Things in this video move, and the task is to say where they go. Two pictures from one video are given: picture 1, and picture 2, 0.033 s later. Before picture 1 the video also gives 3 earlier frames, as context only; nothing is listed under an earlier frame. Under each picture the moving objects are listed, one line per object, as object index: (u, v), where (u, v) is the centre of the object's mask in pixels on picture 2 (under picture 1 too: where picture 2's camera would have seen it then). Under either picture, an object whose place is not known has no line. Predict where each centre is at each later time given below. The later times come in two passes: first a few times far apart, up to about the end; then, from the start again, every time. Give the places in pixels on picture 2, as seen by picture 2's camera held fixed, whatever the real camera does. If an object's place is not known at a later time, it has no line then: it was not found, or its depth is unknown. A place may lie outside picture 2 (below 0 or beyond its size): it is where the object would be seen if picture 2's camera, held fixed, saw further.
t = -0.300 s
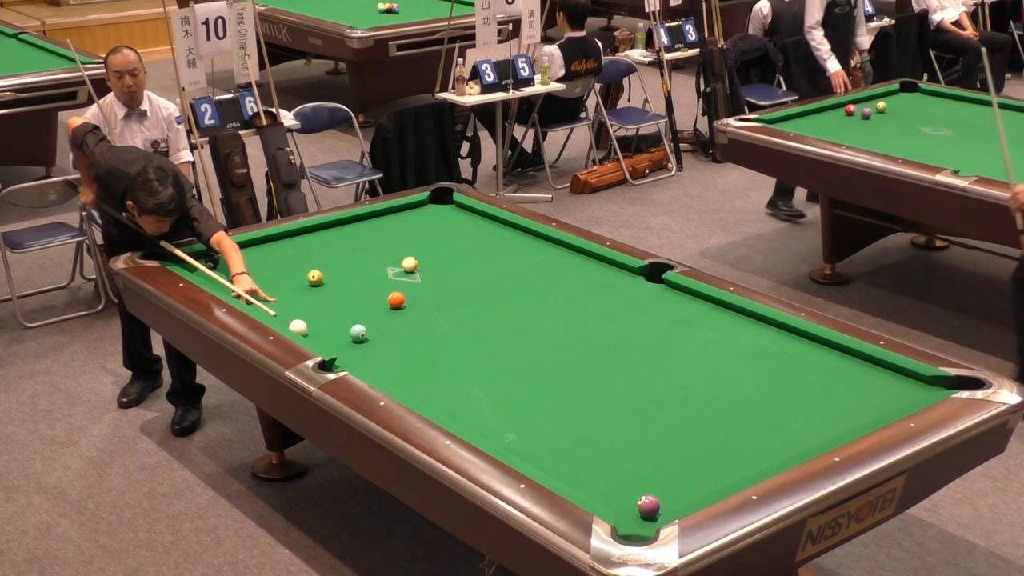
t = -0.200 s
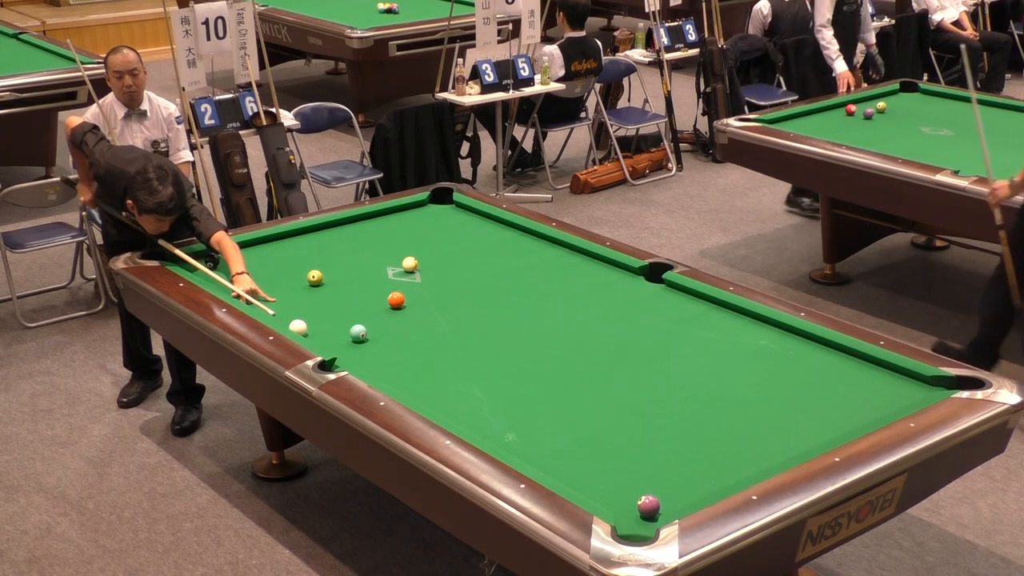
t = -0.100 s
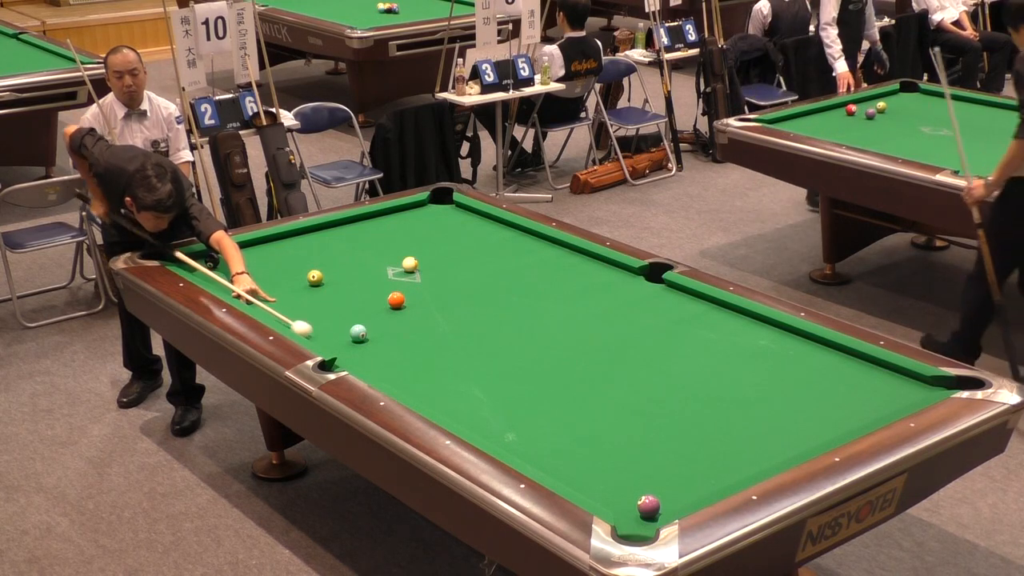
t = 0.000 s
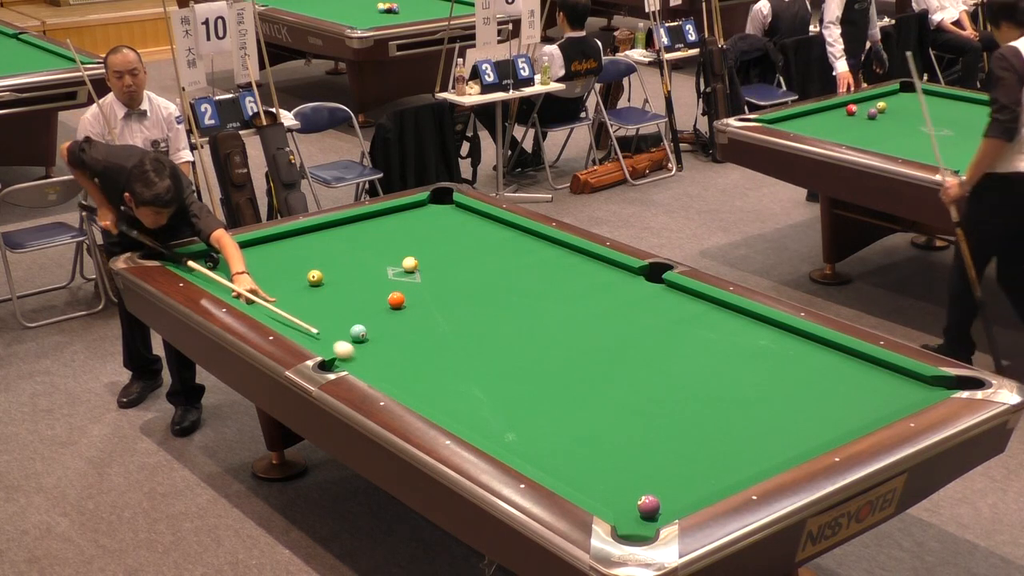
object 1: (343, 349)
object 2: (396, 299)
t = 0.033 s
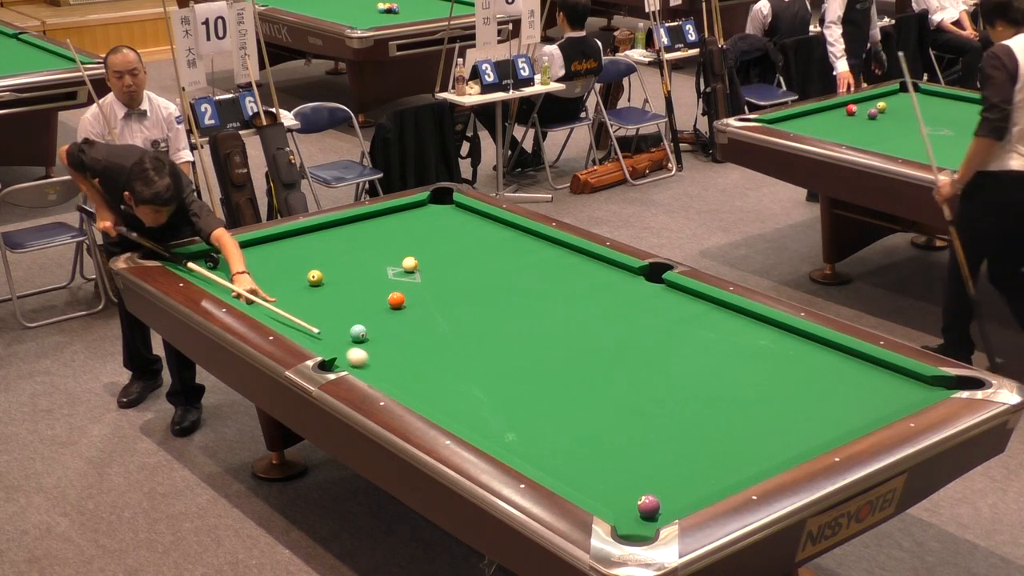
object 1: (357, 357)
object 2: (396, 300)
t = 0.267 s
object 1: (446, 400)
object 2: (396, 299)
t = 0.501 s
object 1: (528, 438)
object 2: (396, 299)
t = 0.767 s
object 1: (632, 487)
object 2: (396, 299)
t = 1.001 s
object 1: (689, 479)
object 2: (396, 299)
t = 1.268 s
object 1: (702, 441)
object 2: (396, 300)
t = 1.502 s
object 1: (712, 411)
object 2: (396, 299)
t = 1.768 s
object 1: (723, 381)
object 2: (396, 299)
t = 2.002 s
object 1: (731, 358)
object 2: (396, 299)
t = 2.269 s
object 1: (740, 335)
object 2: (396, 299)
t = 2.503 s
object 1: (747, 316)
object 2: (396, 299)
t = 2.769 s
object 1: (708, 313)
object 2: (396, 300)
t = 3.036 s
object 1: (669, 311)
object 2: (396, 300)
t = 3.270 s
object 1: (637, 309)
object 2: (396, 300)
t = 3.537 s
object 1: (603, 307)
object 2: (396, 300)
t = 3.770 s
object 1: (574, 306)
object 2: (396, 300)
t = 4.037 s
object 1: (543, 305)
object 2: (396, 300)
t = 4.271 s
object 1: (518, 303)
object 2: (396, 300)
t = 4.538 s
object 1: (491, 302)
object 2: (396, 300)
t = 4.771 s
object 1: (469, 301)
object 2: (396, 300)
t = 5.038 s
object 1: (445, 300)
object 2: (396, 300)
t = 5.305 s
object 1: (424, 299)
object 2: (396, 300)
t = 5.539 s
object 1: (411, 298)
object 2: (392, 300)
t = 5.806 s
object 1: (407, 296)
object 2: (382, 301)
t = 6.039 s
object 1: (404, 295)
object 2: (375, 302)
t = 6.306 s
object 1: (403, 295)
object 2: (368, 302)
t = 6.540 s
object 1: (402, 294)
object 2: (364, 303)
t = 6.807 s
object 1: (402, 294)
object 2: (360, 303)
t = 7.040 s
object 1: (402, 294)
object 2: (358, 304)
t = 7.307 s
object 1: (402, 294)
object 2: (358, 304)
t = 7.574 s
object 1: (402, 294)
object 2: (358, 304)
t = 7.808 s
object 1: (402, 294)
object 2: (358, 304)
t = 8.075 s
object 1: (402, 294)
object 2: (358, 304)
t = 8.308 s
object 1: (402, 294)
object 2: (358, 304)
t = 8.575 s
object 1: (402, 294)
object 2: (358, 304)
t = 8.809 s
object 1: (402, 294)
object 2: (358, 304)
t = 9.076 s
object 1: (402, 294)
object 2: (358, 304)
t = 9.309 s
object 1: (402, 295)
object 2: (358, 304)
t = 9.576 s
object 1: (402, 294)
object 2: (358, 304)
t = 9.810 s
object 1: (401, 294)
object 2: (358, 304)
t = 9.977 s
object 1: (402, 294)
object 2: (358, 304)
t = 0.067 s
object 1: (370, 363)
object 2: (396, 299)
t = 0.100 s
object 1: (384, 370)
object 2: (396, 300)
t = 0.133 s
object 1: (397, 376)
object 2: (396, 300)
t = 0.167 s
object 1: (410, 382)
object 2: (396, 300)
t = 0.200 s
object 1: (422, 388)
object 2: (396, 299)
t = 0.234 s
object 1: (434, 394)
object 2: (396, 300)
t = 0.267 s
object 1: (446, 400)
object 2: (396, 299)
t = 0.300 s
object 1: (458, 405)
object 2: (396, 299)
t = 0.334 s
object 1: (469, 410)
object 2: (396, 299)
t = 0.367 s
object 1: (481, 416)
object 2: (396, 300)
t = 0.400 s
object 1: (492, 421)
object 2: (396, 300)
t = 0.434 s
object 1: (504, 427)
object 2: (396, 299)
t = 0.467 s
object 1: (516, 432)
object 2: (396, 300)
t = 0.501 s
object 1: (528, 438)
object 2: (396, 299)
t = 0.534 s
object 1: (541, 444)
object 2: (396, 300)
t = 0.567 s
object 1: (553, 450)
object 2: (396, 300)
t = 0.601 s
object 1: (566, 456)
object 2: (396, 299)
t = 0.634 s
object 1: (579, 462)
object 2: (396, 299)
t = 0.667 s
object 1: (592, 468)
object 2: (396, 299)
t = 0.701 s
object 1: (605, 474)
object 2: (396, 300)
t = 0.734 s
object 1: (619, 481)
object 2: (396, 299)
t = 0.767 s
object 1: (632, 487)
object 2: (396, 299)
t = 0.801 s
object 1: (646, 490)
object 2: (396, 299)
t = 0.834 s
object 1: (661, 495)
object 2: (396, 300)
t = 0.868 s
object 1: (675, 496)
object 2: (396, 299)
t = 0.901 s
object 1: (687, 494)
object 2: (396, 299)
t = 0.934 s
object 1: (687, 489)
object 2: (396, 300)
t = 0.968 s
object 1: (688, 484)
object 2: (396, 299)
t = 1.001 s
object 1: (689, 479)
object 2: (396, 299)
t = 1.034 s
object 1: (691, 474)
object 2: (396, 300)
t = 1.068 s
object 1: (693, 469)
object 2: (396, 300)
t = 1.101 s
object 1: (694, 464)
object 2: (396, 300)
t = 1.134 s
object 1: (696, 459)
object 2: (396, 300)
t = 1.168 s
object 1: (698, 454)
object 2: (396, 300)
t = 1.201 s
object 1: (699, 449)
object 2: (396, 300)
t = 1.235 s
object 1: (701, 445)
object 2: (396, 299)
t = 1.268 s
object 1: (702, 441)
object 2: (396, 300)
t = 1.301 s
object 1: (704, 436)
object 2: (396, 299)
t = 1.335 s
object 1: (705, 432)
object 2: (396, 300)
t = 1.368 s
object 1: (706, 427)
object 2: (396, 299)
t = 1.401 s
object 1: (708, 423)
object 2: (396, 299)
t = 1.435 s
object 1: (709, 419)
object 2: (396, 299)
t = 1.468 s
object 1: (711, 415)
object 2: (396, 299)
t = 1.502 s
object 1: (712, 411)
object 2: (396, 299)
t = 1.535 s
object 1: (714, 407)
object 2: (396, 299)
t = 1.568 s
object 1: (715, 403)
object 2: (396, 299)
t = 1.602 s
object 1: (716, 399)
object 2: (396, 299)
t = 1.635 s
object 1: (717, 396)
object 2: (396, 299)
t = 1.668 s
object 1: (719, 392)
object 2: (396, 299)
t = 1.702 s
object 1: (720, 388)
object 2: (396, 299)
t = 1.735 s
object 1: (721, 385)
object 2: (396, 299)
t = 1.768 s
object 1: (723, 381)
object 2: (396, 299)
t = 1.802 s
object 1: (724, 378)
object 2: (396, 299)
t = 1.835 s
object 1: (725, 375)
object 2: (396, 299)
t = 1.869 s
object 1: (726, 371)
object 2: (396, 299)
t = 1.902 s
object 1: (727, 368)
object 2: (396, 299)
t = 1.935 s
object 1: (729, 364)
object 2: (396, 299)
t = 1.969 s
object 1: (730, 361)
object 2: (396, 299)
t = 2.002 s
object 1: (731, 358)
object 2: (396, 299)
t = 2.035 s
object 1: (732, 355)
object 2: (396, 299)
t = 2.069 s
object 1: (733, 352)
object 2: (396, 299)
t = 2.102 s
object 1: (734, 349)
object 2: (396, 299)
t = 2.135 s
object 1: (735, 346)
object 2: (396, 299)
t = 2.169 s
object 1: (736, 343)
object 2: (396, 299)
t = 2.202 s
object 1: (738, 340)
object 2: (396, 299)
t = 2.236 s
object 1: (739, 337)
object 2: (396, 299)
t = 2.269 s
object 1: (740, 335)
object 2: (396, 299)
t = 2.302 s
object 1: (741, 332)
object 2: (396, 299)
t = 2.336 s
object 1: (742, 329)
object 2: (396, 299)
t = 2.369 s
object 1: (743, 326)
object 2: (396, 299)
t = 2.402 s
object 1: (744, 323)
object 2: (396, 299)
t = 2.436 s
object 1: (745, 321)
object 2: (396, 299)
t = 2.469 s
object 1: (746, 318)
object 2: (396, 299)
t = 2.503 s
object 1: (747, 316)
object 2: (396, 299)
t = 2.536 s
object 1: (744, 314)
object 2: (396, 299)
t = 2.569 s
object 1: (738, 314)
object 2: (396, 299)
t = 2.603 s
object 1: (733, 314)
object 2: (396, 300)
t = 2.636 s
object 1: (728, 314)
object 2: (396, 300)
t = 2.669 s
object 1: (723, 313)
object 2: (396, 300)
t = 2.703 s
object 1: (718, 313)
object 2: (396, 300)
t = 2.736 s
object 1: (713, 313)
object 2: (396, 300)
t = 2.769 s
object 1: (708, 313)
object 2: (396, 300)
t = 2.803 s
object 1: (703, 313)
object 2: (396, 300)
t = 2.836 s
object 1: (698, 312)
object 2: (396, 300)
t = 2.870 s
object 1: (693, 312)
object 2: (396, 300)
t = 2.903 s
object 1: (688, 312)
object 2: (396, 300)
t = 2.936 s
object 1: (683, 312)
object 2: (396, 300)
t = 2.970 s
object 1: (679, 312)
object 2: (396, 300)
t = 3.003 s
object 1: (674, 311)
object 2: (396, 300)
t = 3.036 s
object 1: (669, 311)
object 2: (396, 300)
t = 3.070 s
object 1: (664, 311)
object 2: (396, 300)
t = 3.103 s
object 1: (660, 311)
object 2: (396, 300)
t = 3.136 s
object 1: (655, 310)
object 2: (396, 300)
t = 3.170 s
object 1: (651, 310)
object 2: (396, 300)
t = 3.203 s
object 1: (646, 310)
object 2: (396, 300)
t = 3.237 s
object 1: (642, 310)
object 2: (396, 300)
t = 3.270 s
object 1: (637, 309)
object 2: (396, 300)
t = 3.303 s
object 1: (633, 309)
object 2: (396, 300)
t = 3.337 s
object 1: (628, 309)
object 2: (396, 300)
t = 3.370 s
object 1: (624, 309)
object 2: (396, 300)
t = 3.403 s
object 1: (619, 308)
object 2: (396, 300)
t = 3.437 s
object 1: (615, 308)
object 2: (396, 300)
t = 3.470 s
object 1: (611, 308)
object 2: (396, 300)
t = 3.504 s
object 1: (607, 308)
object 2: (396, 300)
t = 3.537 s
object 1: (603, 307)
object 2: (396, 300)
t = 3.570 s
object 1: (598, 308)
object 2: (396, 300)
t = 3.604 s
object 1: (594, 307)
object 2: (396, 300)
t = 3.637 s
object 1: (590, 307)
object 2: (396, 300)
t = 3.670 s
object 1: (586, 307)
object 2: (396, 300)
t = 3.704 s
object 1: (582, 307)
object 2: (396, 300)
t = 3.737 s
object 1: (578, 306)
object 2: (396, 300)
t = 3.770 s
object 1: (574, 306)
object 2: (396, 300)
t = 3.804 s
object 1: (570, 306)
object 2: (396, 300)
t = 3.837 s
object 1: (566, 306)
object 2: (396, 300)
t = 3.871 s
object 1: (562, 306)
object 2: (396, 300)
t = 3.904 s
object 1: (558, 305)
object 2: (396, 300)
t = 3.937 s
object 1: (554, 305)
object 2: (396, 300)
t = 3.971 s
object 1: (551, 305)
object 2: (396, 300)
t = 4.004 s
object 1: (547, 305)
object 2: (396, 300)
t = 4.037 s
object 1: (543, 305)
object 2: (396, 300)
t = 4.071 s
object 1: (540, 304)
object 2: (396, 300)
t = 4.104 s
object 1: (536, 304)
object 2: (396, 300)
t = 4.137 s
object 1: (532, 304)
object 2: (396, 300)
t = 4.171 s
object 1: (529, 304)
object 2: (396, 299)
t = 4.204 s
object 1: (525, 304)
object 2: (396, 300)
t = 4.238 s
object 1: (522, 304)
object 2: (396, 299)
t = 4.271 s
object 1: (518, 303)
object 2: (396, 300)
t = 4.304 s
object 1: (515, 303)
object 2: (396, 300)
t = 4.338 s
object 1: (511, 303)
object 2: (396, 299)
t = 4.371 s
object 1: (508, 303)
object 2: (396, 300)
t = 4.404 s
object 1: (504, 303)
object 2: (396, 299)
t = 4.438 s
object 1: (501, 302)
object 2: (396, 300)
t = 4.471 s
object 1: (498, 302)
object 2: (396, 300)
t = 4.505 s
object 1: (494, 302)
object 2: (396, 299)
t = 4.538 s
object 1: (491, 302)
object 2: (396, 300)
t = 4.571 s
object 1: (488, 302)
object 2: (396, 299)
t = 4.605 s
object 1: (485, 302)
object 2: (396, 299)
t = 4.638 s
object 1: (481, 302)
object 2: (396, 299)
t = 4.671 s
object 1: (478, 301)
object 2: (396, 300)
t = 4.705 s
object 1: (475, 301)
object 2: (396, 300)
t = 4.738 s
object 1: (472, 301)
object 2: (396, 300)
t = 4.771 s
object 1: (469, 301)
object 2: (396, 300)
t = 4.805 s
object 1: (466, 301)
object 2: (396, 300)
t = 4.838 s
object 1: (463, 301)
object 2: (396, 300)
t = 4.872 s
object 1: (460, 300)
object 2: (396, 300)
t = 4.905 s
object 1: (457, 300)
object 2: (396, 300)
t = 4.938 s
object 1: (454, 300)
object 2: (396, 299)
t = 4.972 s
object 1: (451, 300)
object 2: (396, 300)
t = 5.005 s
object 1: (448, 300)
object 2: (396, 300)
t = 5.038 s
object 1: (445, 300)
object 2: (396, 300)
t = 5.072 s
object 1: (443, 300)
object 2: (396, 300)
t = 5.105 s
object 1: (440, 299)
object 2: (396, 300)
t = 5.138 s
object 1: (437, 299)
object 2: (396, 300)
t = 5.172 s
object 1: (434, 299)
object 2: (396, 300)
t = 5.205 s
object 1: (432, 299)
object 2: (396, 300)
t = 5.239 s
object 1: (429, 299)
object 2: (396, 299)
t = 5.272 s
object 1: (427, 299)
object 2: (396, 300)
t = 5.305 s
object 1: (424, 299)
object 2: (396, 300)
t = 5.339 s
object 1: (421, 299)
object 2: (396, 300)
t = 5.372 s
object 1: (419, 299)
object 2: (396, 300)
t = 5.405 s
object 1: (416, 298)
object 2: (396, 300)
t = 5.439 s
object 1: (414, 298)
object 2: (396, 300)
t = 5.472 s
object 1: (412, 298)
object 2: (395, 300)
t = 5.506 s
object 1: (411, 298)
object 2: (394, 300)
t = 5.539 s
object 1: (411, 298)
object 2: (392, 300)
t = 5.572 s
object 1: (410, 297)
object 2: (391, 300)
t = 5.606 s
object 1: (410, 297)
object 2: (389, 300)
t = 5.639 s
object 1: (409, 297)
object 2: (388, 300)
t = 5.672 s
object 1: (409, 297)
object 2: (387, 300)
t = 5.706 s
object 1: (408, 297)
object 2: (386, 300)
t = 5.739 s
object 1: (408, 297)
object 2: (385, 301)
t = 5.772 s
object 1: (407, 297)
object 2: (383, 301)
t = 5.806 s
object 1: (407, 296)
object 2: (382, 301)
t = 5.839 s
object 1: (406, 296)
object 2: (381, 301)
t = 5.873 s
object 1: (406, 296)
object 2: (380, 301)
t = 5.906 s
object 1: (405, 296)
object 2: (379, 301)
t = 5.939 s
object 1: (405, 296)
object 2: (378, 301)
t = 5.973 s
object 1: (405, 296)
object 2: (377, 301)
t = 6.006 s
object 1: (404, 295)
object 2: (376, 301)
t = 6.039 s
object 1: (404, 295)
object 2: (375, 302)
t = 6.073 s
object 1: (404, 295)
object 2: (374, 302)
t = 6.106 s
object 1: (404, 295)
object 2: (373, 302)
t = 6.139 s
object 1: (404, 295)
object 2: (372, 302)
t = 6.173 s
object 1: (403, 295)
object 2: (371, 302)
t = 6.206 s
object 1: (403, 295)
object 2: (370, 302)
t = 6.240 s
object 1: (403, 295)
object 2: (370, 302)
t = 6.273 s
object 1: (403, 295)
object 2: (369, 302)
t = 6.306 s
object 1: (403, 295)
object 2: (368, 302)
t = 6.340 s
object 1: (403, 295)
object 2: (367, 303)
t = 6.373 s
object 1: (402, 295)
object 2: (367, 303)
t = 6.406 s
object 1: (402, 295)
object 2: (366, 303)
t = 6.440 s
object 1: (402, 294)
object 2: (366, 303)
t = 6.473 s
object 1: (402, 294)
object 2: (365, 303)
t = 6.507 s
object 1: (402, 294)
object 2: (364, 303)
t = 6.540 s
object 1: (402, 294)
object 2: (364, 303)
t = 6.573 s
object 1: (402, 294)
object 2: (363, 303)
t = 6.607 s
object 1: (402, 294)
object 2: (362, 303)
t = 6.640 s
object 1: (402, 294)
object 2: (362, 303)
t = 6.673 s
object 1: (402, 294)
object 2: (362, 303)
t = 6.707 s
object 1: (402, 294)
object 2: (361, 303)
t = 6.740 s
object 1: (402, 294)
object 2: (361, 303)
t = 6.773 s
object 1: (402, 294)
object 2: (360, 303)
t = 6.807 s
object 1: (402, 294)
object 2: (360, 303)
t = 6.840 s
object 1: (402, 294)
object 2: (360, 303)
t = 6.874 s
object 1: (402, 294)
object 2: (359, 304)
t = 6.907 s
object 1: (402, 294)
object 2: (359, 303)
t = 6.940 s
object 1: (402, 294)
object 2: (359, 303)
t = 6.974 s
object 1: (402, 294)
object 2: (359, 304)
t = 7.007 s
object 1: (402, 294)
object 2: (359, 304)
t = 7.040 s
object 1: (402, 294)
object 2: (358, 304)
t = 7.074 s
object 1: (402, 294)
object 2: (358, 304)
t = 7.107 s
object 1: (402, 294)
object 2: (358, 304)
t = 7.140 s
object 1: (402, 294)
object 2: (358, 304)
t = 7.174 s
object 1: (402, 294)
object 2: (358, 304)
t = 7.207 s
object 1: (402, 294)
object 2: (358, 304)
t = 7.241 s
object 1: (402, 294)
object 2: (358, 304)
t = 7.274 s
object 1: (402, 294)
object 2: (358, 304)
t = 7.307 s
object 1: (402, 294)
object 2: (358, 304)
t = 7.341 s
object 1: (402, 294)
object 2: (358, 304)
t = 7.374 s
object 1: (402, 294)
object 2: (358, 304)
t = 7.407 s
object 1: (402, 294)
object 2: (358, 304)
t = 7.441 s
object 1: (402, 294)
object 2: (358, 304)
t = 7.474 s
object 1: (401, 294)
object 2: (358, 304)
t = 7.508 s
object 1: (402, 294)
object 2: (358, 304)
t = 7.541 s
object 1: (402, 294)
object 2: (358, 304)
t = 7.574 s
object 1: (402, 294)
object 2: (358, 304)
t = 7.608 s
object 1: (402, 294)
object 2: (358, 304)
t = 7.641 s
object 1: (401, 294)
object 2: (358, 304)
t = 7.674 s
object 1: (402, 294)
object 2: (358, 304)
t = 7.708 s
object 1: (402, 294)
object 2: (358, 304)
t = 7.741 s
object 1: (402, 294)
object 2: (358, 304)
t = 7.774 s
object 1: (402, 294)
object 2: (358, 304)
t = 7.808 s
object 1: (402, 294)
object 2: (358, 304)
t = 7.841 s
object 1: (402, 294)
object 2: (358, 304)
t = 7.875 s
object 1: (402, 294)
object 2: (358, 304)
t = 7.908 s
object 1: (402, 294)
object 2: (358, 304)
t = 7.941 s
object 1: (402, 294)
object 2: (358, 304)
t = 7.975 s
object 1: (402, 294)
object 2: (358, 304)
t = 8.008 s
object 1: (402, 295)
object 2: (358, 304)
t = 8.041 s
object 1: (402, 294)
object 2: (358, 304)
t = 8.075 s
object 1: (402, 294)
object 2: (358, 304)
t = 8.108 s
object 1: (402, 294)
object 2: (358, 304)
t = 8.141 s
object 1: (402, 294)
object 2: (358, 304)
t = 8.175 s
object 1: (402, 294)
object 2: (358, 304)
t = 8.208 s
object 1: (402, 294)
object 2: (358, 304)
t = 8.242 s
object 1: (402, 294)
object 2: (358, 304)
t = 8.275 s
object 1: (402, 294)
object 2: (358, 304)
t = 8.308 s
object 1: (402, 294)
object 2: (358, 304)
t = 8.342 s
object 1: (402, 294)
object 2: (358, 304)
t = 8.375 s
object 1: (402, 294)
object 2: (358, 304)
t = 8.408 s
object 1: (402, 294)
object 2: (358, 304)
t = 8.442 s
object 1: (402, 294)
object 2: (358, 304)
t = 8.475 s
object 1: (402, 294)
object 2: (358, 304)
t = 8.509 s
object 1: (402, 294)
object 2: (358, 304)
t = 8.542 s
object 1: (402, 294)
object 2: (358, 304)
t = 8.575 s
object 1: (402, 294)
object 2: (358, 304)
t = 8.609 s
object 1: (402, 294)
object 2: (358, 304)
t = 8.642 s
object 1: (402, 294)
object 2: (358, 304)
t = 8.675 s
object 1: (402, 294)
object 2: (358, 304)
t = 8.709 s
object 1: (402, 294)
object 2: (358, 304)
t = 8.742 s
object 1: (402, 294)
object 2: (358, 304)
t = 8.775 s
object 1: (402, 294)
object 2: (358, 304)
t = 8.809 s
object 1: (402, 294)
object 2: (358, 304)
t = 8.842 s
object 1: (402, 294)
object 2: (358, 304)
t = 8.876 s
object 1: (402, 294)
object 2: (358, 304)
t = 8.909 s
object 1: (402, 294)
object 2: (358, 304)
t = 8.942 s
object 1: (402, 294)
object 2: (358, 304)
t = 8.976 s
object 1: (402, 294)
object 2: (358, 304)
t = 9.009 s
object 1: (402, 294)
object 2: (358, 304)
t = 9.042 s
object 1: (402, 294)
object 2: (358, 304)
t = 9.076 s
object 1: (402, 294)
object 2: (358, 304)
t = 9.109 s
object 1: (402, 294)
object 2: (358, 304)
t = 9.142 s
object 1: (402, 295)
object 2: (358, 304)
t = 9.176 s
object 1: (402, 294)
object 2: (358, 304)
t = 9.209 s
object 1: (402, 294)
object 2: (358, 304)
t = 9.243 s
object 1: (402, 294)
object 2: (358, 304)
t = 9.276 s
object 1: (402, 295)
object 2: (358, 304)
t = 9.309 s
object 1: (402, 295)
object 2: (358, 304)
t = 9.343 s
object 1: (402, 294)
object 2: (358, 304)
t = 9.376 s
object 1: (402, 294)
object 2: (358, 304)
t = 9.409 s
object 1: (402, 294)
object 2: (358, 304)
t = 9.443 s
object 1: (402, 294)
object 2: (358, 304)
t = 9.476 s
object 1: (402, 295)
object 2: (358, 304)
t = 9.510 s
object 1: (402, 295)
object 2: (358, 304)
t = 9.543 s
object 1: (402, 294)
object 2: (358, 304)
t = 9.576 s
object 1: (402, 294)
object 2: (358, 304)
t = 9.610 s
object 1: (402, 295)
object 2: (358, 304)
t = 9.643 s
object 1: (402, 294)
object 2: (358, 304)
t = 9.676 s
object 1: (402, 294)
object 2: (358, 304)
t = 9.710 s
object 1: (402, 294)
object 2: (358, 304)
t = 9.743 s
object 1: (402, 294)
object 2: (358, 304)
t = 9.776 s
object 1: (402, 295)
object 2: (358, 304)
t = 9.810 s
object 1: (401, 294)
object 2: (358, 304)
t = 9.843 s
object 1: (402, 294)
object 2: (358, 304)
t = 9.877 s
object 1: (402, 294)
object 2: (358, 304)
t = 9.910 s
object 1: (402, 294)
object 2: (358, 304)
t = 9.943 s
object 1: (401, 294)
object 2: (358, 304)
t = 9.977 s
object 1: (402, 294)
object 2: (358, 304)
